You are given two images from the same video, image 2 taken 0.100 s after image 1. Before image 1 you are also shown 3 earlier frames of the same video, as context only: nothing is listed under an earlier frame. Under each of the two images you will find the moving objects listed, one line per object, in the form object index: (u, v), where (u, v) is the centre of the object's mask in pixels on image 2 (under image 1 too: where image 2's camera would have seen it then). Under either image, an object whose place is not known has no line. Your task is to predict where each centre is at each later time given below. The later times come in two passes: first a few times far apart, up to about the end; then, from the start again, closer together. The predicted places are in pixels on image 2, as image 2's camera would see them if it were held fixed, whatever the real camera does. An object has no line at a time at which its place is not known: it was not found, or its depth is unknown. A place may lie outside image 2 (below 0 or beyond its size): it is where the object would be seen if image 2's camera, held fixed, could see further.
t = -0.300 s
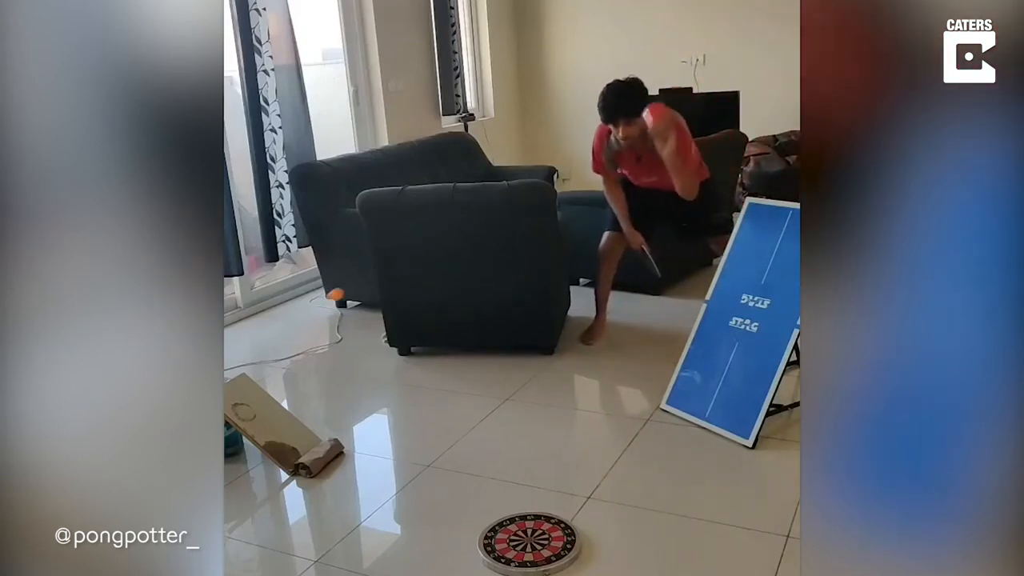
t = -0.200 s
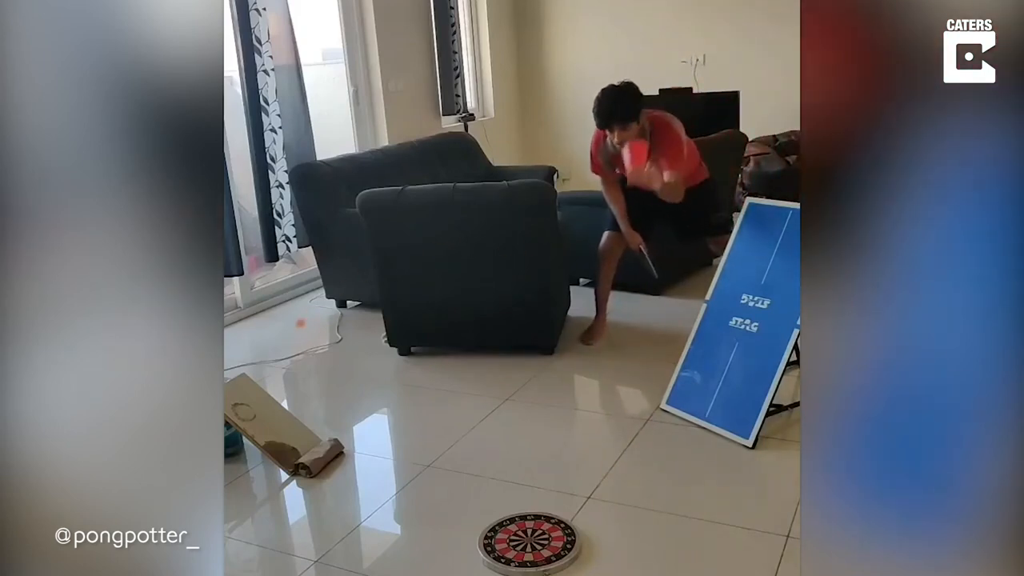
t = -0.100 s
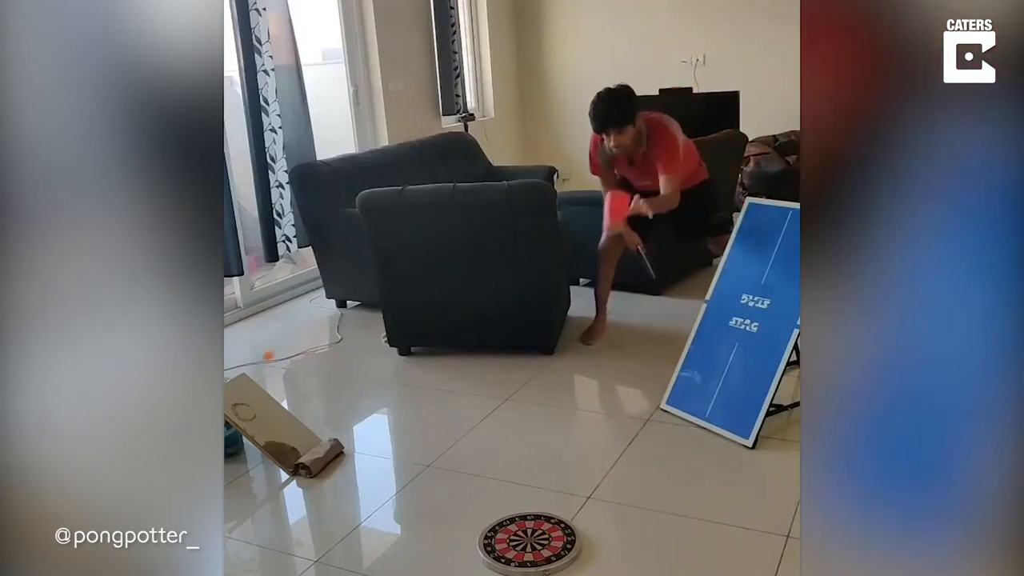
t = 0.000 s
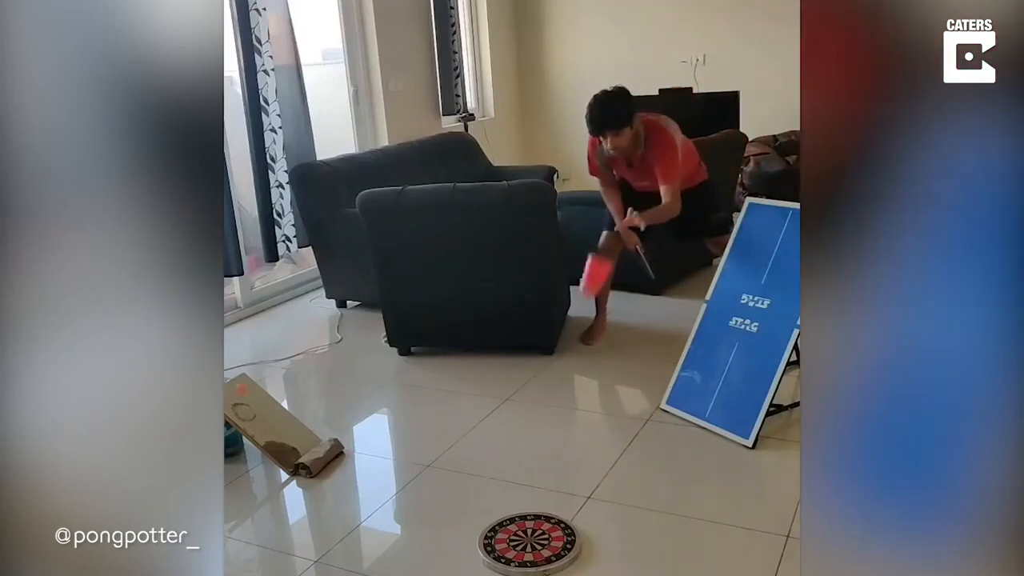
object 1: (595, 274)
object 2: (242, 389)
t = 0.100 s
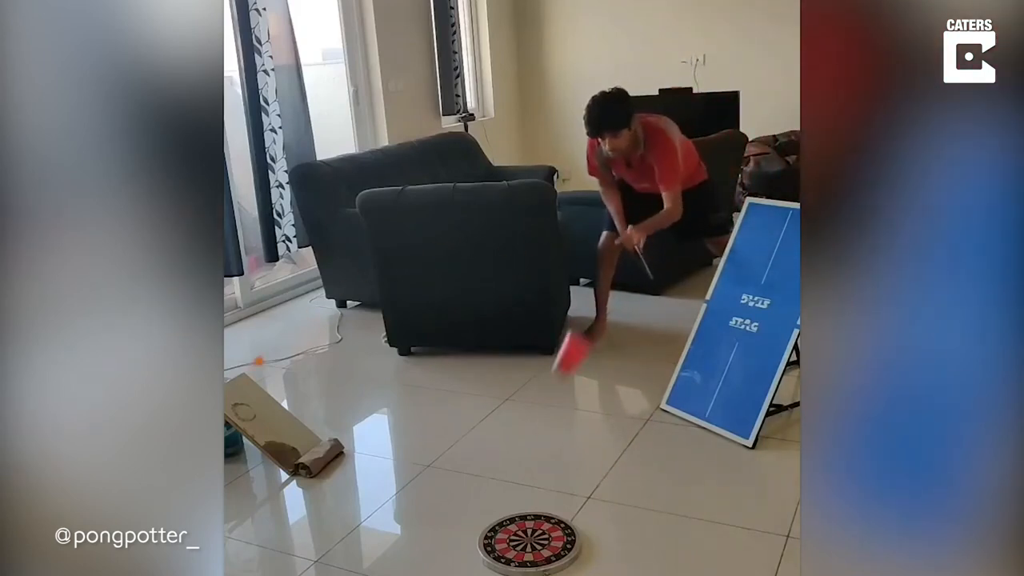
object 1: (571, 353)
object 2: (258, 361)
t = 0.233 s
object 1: (535, 478)
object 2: (284, 332)
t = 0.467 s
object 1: (518, 506)
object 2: (335, 306)
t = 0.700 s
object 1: (521, 505)
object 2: (392, 317)
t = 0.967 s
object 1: (521, 505)
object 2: (465, 381)
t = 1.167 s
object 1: (521, 505)
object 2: (523, 463)
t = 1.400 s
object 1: (521, 505)
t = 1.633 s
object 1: (521, 505)
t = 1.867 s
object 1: (522, 505)
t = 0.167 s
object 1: (554, 413)
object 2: (271, 345)
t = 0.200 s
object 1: (545, 445)
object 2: (277, 338)
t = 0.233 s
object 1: (535, 478)
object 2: (284, 332)
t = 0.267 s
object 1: (526, 506)
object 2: (290, 326)
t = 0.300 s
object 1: (520, 505)
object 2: (297, 321)
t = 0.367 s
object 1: (515, 506)
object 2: (312, 313)
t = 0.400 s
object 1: (516, 506)
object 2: (320, 309)
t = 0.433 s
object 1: (518, 506)
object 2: (327, 307)
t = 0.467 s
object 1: (518, 506)
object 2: (335, 306)
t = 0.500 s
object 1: (519, 506)
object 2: (342, 306)
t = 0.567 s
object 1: (520, 505)
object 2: (358, 306)
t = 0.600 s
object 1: (520, 505)
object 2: (366, 307)
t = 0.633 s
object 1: (520, 505)
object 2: (375, 310)
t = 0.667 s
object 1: (521, 505)
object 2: (383, 313)
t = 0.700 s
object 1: (521, 505)
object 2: (392, 317)
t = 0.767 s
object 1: (521, 505)
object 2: (410, 328)
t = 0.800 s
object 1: (521, 505)
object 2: (418, 335)
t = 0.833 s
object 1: (521, 505)
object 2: (427, 342)
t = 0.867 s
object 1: (521, 505)
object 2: (436, 350)
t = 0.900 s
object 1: (521, 505)
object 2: (446, 358)
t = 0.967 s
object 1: (521, 505)
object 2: (465, 381)
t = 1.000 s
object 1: (521, 505)
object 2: (474, 392)
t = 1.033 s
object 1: (521, 505)
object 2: (485, 405)
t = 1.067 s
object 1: (521, 505)
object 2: (494, 417)
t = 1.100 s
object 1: (521, 505)
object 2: (503, 433)
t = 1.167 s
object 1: (521, 505)
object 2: (523, 463)
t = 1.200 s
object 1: (521, 505)
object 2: (523, 464)
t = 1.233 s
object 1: (521, 505)
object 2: (530, 480)
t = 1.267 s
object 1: (523, 505)
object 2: (537, 493)
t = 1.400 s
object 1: (521, 505)
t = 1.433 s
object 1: (521, 505)
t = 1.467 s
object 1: (521, 505)
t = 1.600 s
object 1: (521, 505)
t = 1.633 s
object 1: (521, 505)
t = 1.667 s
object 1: (521, 505)
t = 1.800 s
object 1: (522, 505)
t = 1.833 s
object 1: (522, 505)
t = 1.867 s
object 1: (522, 505)
